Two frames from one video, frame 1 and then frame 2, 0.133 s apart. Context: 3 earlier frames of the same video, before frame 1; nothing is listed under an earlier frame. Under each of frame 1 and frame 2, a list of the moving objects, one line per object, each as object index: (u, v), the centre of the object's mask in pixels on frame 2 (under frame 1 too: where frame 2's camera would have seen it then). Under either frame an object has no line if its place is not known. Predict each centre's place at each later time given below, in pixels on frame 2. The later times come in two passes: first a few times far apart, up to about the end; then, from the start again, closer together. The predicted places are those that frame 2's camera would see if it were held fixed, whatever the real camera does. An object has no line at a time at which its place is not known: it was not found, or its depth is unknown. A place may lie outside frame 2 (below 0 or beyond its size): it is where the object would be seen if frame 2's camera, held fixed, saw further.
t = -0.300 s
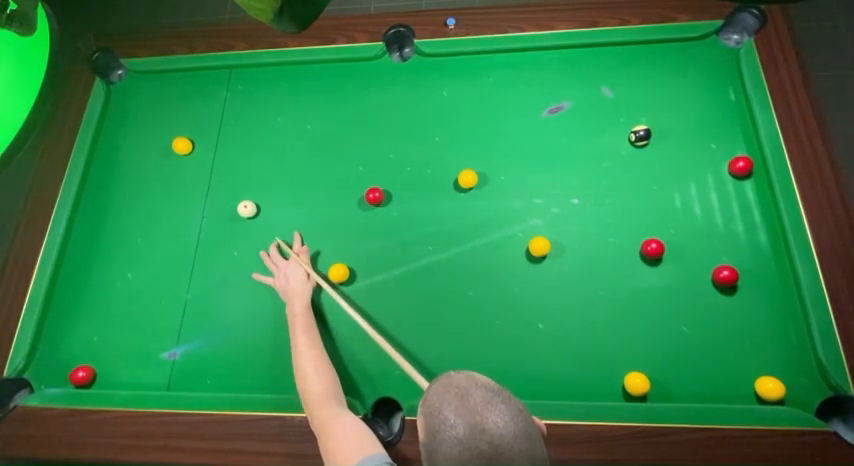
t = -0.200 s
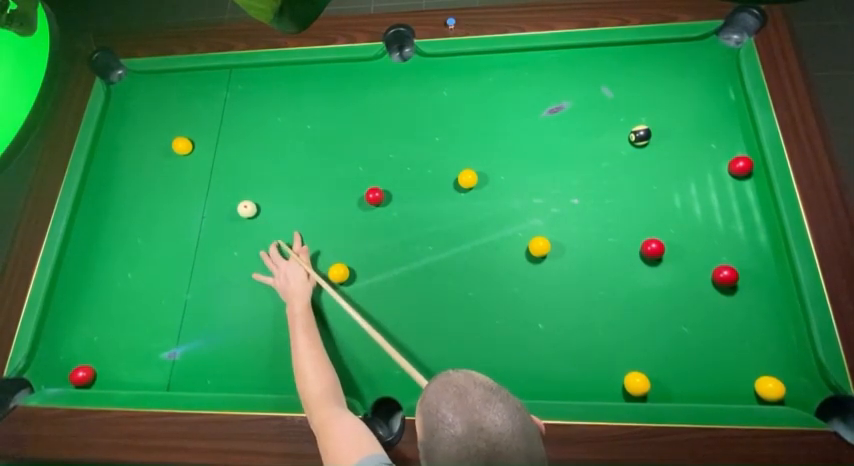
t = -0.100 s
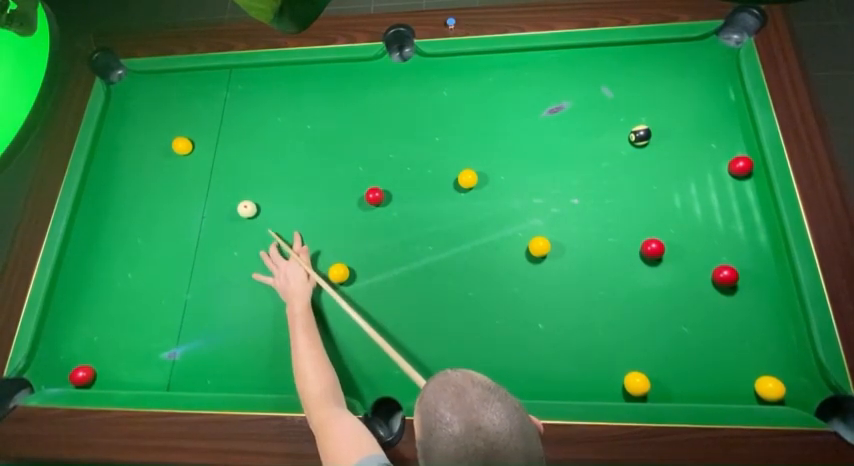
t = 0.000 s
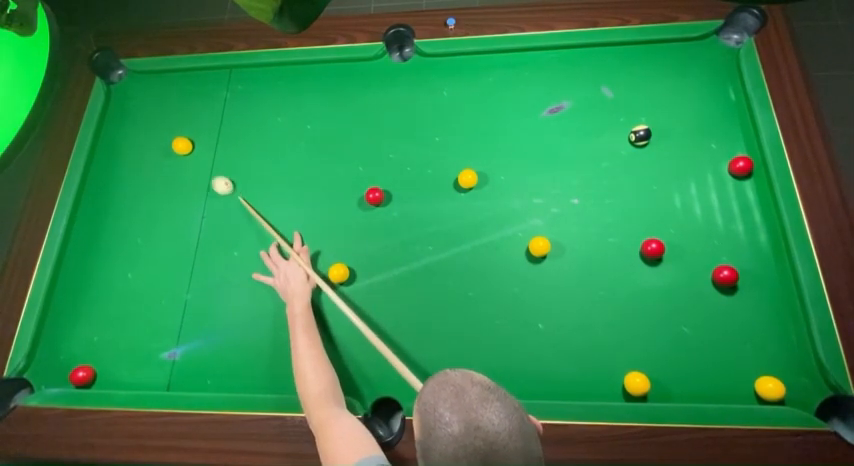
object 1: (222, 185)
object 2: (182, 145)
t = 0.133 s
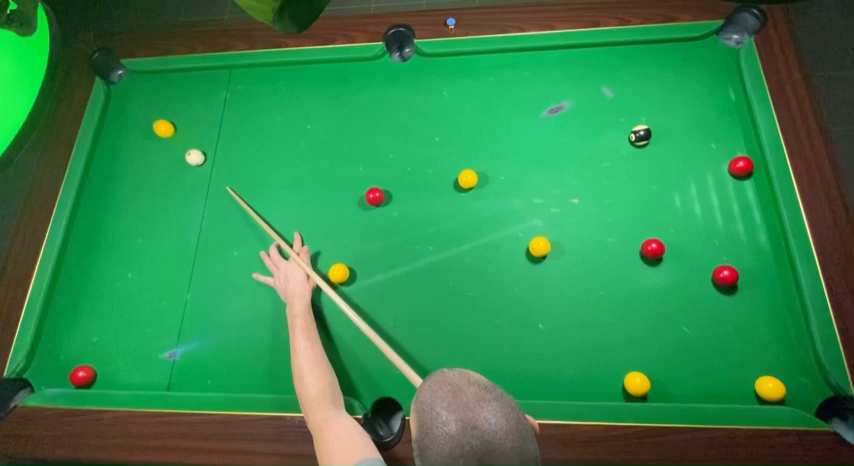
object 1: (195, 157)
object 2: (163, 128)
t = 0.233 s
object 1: (199, 160)
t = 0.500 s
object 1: (211, 166)
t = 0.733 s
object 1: (221, 170)
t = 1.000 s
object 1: (230, 174)
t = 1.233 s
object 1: (237, 175)
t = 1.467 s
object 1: (244, 176)
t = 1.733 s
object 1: (250, 175)
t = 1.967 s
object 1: (253, 174)
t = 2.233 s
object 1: (256, 174)
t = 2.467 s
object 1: (257, 173)
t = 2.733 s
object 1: (257, 173)
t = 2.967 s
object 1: (257, 173)
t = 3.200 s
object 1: (257, 173)
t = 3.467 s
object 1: (257, 173)
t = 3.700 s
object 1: (256, 173)
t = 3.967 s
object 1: (257, 173)
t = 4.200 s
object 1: (257, 173)
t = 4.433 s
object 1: (257, 173)
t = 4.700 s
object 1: (257, 173)
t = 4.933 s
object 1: (257, 173)
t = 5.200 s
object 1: (257, 173)
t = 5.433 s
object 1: (257, 173)
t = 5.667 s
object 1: (257, 173)
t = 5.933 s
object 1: (257, 174)
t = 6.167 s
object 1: (257, 173)
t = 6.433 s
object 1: (257, 174)
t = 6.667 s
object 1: (257, 173)
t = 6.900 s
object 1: (257, 174)
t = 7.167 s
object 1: (257, 174)
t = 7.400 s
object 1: (257, 174)
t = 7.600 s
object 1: (257, 174)
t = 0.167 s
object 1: (196, 158)
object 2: (154, 119)
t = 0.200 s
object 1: (198, 159)
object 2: (145, 111)
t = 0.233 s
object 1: (199, 160)
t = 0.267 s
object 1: (201, 160)
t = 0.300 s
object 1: (202, 161)
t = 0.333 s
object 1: (204, 162)
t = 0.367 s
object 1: (205, 163)
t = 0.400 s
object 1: (207, 163)
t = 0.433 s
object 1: (208, 164)
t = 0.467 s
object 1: (210, 165)
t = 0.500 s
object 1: (211, 166)
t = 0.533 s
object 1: (213, 166)
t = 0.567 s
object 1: (214, 167)
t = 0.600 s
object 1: (215, 168)
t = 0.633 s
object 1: (217, 168)
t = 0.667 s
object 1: (218, 169)
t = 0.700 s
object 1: (219, 169)
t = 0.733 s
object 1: (221, 170)
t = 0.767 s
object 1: (222, 170)
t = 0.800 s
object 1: (223, 171)
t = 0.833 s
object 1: (224, 171)
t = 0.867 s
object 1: (225, 172)
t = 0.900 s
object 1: (226, 172)
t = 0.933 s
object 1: (228, 173)
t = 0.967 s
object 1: (229, 173)
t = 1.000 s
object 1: (230, 174)
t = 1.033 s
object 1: (231, 174)
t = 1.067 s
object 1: (232, 174)
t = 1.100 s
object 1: (233, 174)
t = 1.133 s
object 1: (234, 175)
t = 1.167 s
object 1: (235, 175)
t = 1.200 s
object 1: (236, 175)
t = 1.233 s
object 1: (237, 175)
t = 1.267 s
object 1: (238, 176)
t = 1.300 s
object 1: (239, 176)
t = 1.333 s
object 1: (240, 176)
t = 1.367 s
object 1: (241, 176)
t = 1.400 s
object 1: (242, 176)
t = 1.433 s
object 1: (243, 176)
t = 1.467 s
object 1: (244, 176)
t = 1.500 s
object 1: (245, 176)
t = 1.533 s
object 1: (245, 176)
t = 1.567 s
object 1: (246, 176)
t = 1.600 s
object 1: (247, 176)
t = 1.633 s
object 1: (248, 176)
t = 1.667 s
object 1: (248, 176)
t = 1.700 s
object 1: (249, 175)
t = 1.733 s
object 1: (250, 175)
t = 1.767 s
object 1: (250, 175)
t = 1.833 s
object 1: (251, 175)
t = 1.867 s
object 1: (252, 175)
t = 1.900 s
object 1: (252, 175)
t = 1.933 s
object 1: (253, 174)
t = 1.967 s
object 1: (253, 174)
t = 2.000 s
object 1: (254, 174)
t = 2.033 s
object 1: (254, 174)
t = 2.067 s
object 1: (255, 174)
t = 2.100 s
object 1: (255, 174)
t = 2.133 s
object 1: (255, 174)
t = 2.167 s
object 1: (255, 174)
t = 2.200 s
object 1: (256, 174)
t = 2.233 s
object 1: (256, 174)
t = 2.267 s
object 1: (256, 174)
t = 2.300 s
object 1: (256, 173)
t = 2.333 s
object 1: (256, 173)
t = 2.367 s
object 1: (257, 173)
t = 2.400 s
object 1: (257, 173)
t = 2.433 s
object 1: (257, 173)
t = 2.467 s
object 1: (257, 173)
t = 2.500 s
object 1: (257, 173)
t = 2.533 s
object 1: (257, 173)
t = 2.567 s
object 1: (257, 173)
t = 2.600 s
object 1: (257, 173)
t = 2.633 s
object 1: (257, 173)
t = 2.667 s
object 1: (257, 173)
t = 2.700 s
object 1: (257, 173)
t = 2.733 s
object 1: (257, 173)
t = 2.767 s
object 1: (257, 173)
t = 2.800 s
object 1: (257, 173)
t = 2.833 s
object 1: (257, 173)
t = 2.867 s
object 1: (257, 173)
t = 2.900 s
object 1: (257, 173)
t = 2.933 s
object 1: (257, 173)
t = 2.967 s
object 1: (257, 173)
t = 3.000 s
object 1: (257, 173)
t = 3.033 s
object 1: (257, 173)
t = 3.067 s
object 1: (257, 173)
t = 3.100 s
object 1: (257, 173)
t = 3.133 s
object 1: (257, 173)
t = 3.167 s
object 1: (257, 173)
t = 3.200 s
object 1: (257, 173)
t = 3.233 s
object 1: (257, 173)
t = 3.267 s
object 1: (256, 173)
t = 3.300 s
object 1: (256, 173)
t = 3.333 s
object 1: (257, 173)
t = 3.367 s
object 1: (256, 173)
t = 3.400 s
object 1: (257, 173)
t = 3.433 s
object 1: (257, 173)
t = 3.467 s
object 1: (257, 173)
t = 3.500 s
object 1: (257, 173)
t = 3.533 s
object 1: (257, 173)
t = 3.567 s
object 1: (257, 173)
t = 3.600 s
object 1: (256, 173)
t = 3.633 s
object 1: (256, 173)
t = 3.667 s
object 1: (256, 173)
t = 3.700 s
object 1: (256, 173)
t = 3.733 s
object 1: (256, 173)
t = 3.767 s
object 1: (256, 173)
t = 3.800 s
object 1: (256, 173)
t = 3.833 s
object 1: (257, 173)
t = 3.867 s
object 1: (257, 173)
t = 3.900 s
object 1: (257, 173)
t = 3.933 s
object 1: (257, 173)
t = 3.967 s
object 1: (257, 173)
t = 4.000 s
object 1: (257, 173)
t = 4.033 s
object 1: (256, 173)
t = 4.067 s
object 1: (256, 173)
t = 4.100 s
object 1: (256, 173)
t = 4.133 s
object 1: (257, 173)
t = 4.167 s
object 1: (257, 173)
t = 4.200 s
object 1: (257, 173)
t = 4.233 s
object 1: (257, 173)
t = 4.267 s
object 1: (257, 173)
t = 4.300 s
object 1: (257, 173)
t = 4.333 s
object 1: (257, 173)
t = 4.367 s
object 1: (257, 173)
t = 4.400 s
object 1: (257, 173)
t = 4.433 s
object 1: (257, 173)
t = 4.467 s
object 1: (257, 173)
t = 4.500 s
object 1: (257, 173)
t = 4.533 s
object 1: (257, 173)
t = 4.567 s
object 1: (257, 173)
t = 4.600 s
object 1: (257, 173)
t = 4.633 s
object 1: (257, 173)
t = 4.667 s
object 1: (257, 173)
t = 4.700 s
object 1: (257, 173)
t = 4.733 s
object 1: (257, 173)
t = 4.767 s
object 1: (257, 173)
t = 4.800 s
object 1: (257, 173)
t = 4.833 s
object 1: (257, 173)
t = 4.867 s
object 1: (257, 173)
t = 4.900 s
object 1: (257, 173)
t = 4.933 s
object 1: (257, 173)
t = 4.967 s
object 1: (257, 173)
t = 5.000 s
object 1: (257, 173)
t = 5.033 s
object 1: (257, 173)
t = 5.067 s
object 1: (257, 173)
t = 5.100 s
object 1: (257, 173)
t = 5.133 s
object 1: (257, 173)
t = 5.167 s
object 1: (257, 173)
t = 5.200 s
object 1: (257, 173)
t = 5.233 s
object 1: (257, 173)
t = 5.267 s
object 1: (257, 173)
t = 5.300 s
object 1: (257, 173)
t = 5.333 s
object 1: (257, 173)
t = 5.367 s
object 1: (257, 173)
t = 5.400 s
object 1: (257, 173)
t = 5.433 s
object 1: (257, 173)
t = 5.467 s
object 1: (257, 173)
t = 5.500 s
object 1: (257, 173)
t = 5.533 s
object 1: (257, 173)
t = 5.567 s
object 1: (257, 173)
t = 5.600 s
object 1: (257, 173)
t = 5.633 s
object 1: (257, 173)
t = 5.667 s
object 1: (257, 173)
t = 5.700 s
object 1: (257, 173)
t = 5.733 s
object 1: (257, 173)
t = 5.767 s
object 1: (257, 173)
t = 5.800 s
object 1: (257, 173)
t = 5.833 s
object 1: (257, 173)
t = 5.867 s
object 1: (257, 173)
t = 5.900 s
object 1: (257, 174)
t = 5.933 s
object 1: (257, 174)
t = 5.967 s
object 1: (257, 174)
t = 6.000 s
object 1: (257, 174)
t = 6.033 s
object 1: (257, 174)
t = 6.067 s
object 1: (257, 174)
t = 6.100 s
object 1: (257, 173)
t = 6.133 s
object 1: (257, 173)
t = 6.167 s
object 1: (257, 173)
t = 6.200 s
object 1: (257, 174)
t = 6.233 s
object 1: (257, 173)
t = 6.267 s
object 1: (257, 173)
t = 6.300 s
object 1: (257, 173)
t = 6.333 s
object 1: (257, 173)
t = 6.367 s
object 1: (257, 173)
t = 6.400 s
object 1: (257, 174)
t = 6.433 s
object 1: (257, 174)
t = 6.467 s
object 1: (257, 174)
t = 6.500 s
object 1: (257, 173)
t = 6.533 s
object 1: (257, 173)
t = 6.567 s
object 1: (257, 173)
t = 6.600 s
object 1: (257, 173)
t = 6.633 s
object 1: (257, 173)
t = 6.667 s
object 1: (257, 173)
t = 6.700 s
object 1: (257, 173)
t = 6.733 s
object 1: (257, 173)
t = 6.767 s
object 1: (257, 173)
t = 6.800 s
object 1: (257, 173)
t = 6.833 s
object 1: (257, 173)
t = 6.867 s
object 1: (257, 173)
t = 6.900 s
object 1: (257, 174)
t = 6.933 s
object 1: (257, 174)
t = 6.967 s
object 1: (257, 173)
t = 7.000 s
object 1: (257, 173)
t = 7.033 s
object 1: (257, 174)
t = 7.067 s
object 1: (257, 174)
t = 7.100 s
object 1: (257, 174)
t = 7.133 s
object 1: (257, 174)
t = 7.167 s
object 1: (257, 174)
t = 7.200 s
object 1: (257, 174)
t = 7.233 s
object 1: (257, 174)
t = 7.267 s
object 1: (257, 174)
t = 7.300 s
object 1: (257, 174)
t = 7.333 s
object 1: (257, 174)
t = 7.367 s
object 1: (257, 174)
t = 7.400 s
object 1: (257, 174)
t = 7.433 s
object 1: (257, 173)
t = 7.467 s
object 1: (257, 173)
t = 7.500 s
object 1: (257, 174)
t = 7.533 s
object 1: (257, 174)
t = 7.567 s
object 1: (257, 174)
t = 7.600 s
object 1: (257, 174)
